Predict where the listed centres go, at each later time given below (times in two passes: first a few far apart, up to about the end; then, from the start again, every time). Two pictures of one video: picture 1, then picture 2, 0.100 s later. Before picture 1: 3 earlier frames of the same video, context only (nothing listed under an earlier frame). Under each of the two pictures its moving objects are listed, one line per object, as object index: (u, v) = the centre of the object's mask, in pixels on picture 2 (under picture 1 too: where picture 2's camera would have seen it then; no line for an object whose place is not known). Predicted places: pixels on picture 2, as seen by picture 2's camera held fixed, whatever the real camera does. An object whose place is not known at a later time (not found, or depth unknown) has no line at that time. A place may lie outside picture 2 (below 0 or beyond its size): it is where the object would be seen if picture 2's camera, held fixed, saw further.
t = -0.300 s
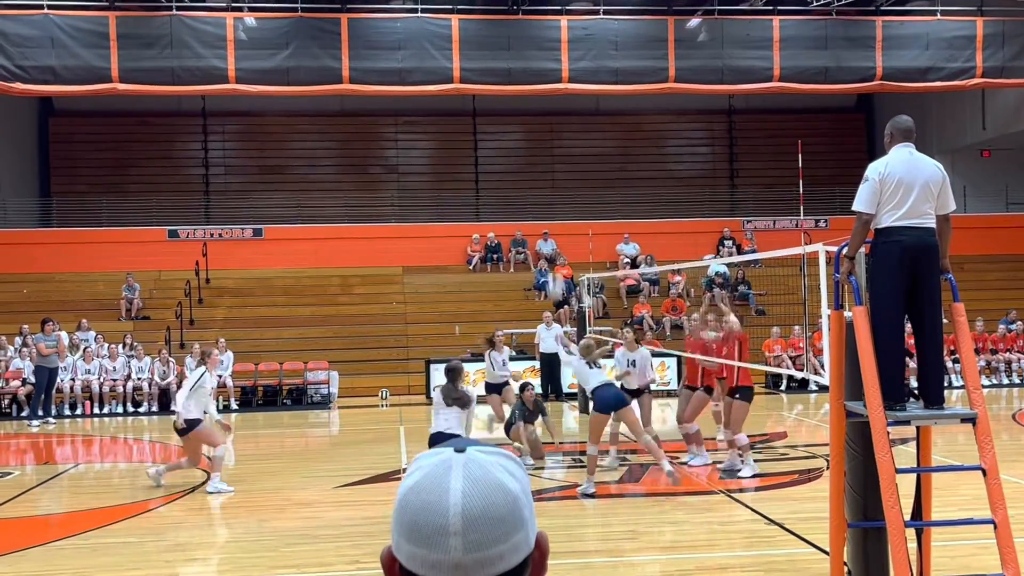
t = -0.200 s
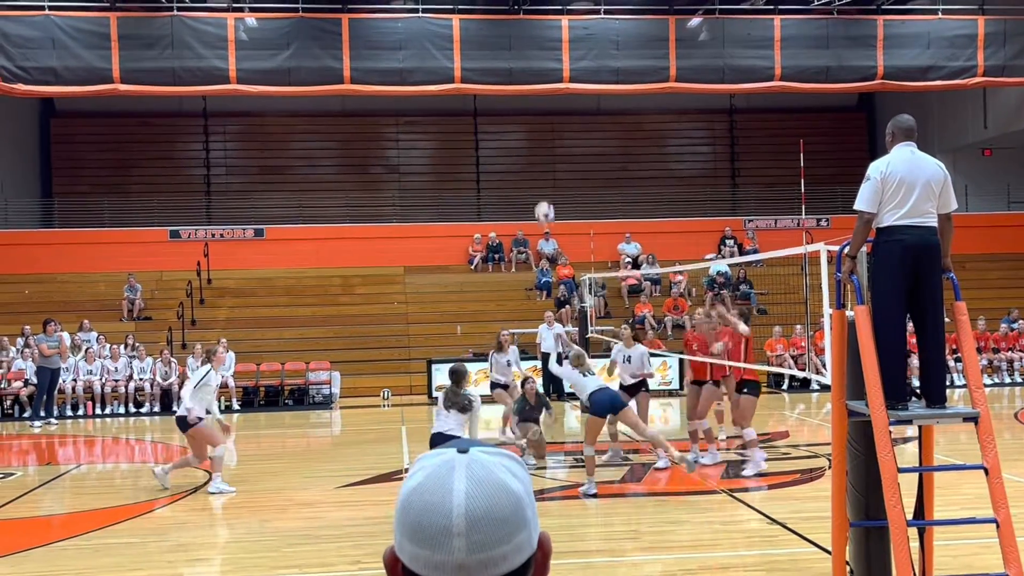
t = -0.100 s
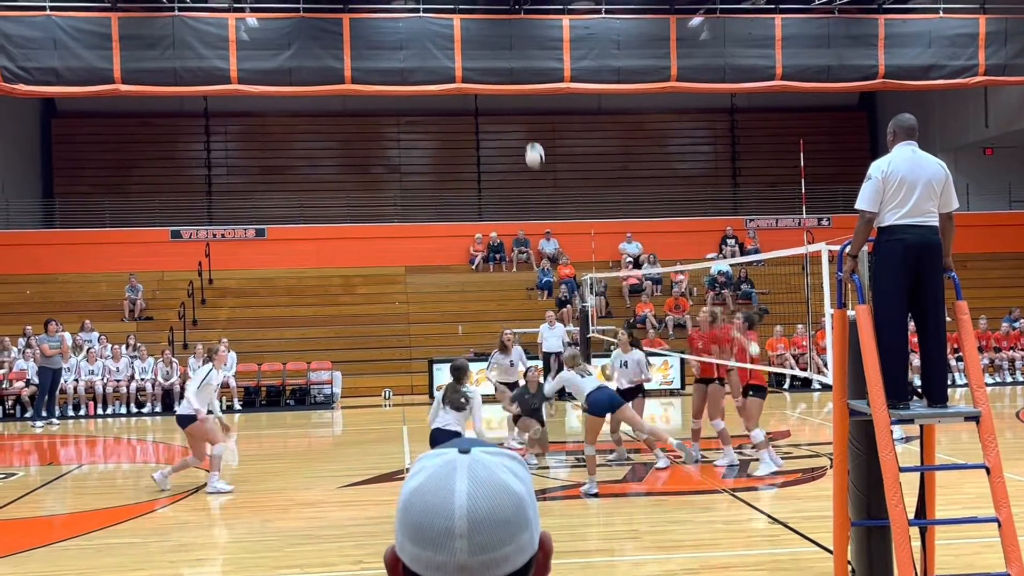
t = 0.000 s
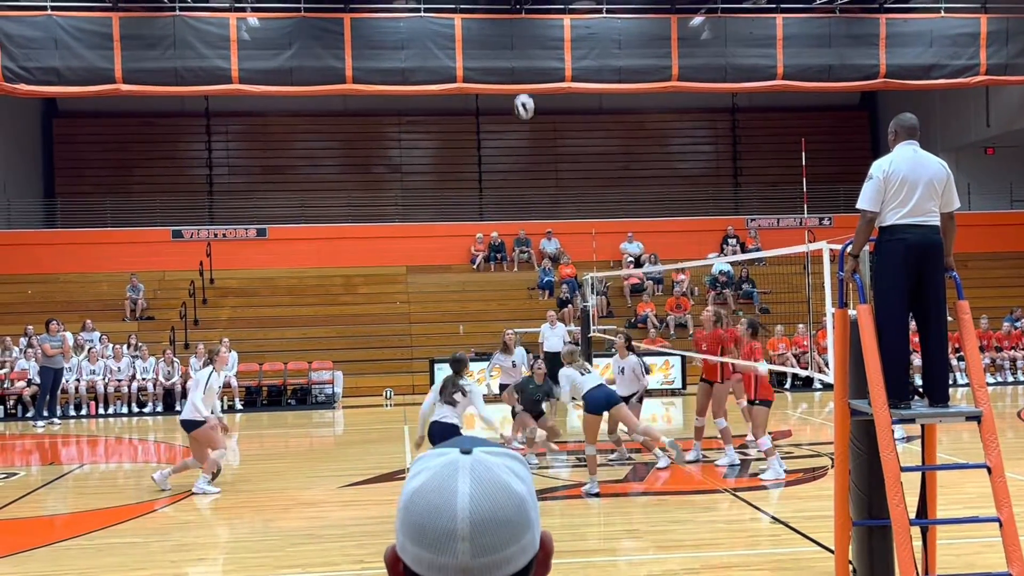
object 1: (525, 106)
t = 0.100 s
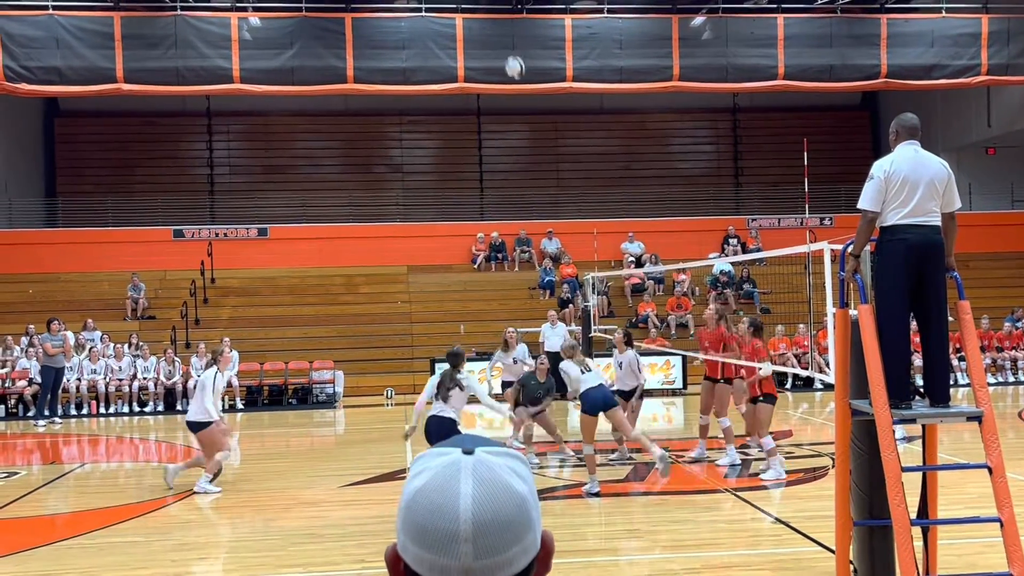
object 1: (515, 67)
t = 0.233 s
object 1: (502, 31)
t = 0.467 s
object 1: (482, 7)
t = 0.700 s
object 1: (463, 31)
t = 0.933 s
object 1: (448, 100)
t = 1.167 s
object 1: (436, 207)
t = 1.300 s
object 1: (431, 282)
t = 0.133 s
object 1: (512, 57)
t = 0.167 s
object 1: (508, 47)
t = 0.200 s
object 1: (505, 39)
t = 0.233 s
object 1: (502, 31)
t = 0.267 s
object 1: (499, 25)
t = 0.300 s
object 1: (496, 19)
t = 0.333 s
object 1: (493, 15)
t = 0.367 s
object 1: (490, 12)
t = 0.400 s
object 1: (487, 9)
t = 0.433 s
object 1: (485, 8)
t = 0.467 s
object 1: (482, 7)
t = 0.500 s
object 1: (479, 8)
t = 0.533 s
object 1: (477, 9)
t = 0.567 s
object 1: (474, 12)
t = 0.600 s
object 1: (471, 15)
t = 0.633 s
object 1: (469, 19)
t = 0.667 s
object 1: (467, 26)
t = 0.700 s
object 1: (463, 31)
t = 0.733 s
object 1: (461, 38)
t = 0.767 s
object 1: (458, 46)
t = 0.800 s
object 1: (456, 55)
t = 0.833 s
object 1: (455, 65)
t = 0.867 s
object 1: (451, 74)
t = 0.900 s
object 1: (450, 87)
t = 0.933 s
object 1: (448, 100)
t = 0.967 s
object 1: (448, 113)
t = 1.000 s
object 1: (445, 127)
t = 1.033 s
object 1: (444, 142)
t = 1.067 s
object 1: (442, 157)
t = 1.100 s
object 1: (440, 173)
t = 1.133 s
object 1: (438, 189)
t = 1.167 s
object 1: (436, 207)
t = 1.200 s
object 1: (435, 225)
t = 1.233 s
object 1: (434, 244)
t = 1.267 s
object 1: (433, 263)
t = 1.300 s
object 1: (431, 282)
